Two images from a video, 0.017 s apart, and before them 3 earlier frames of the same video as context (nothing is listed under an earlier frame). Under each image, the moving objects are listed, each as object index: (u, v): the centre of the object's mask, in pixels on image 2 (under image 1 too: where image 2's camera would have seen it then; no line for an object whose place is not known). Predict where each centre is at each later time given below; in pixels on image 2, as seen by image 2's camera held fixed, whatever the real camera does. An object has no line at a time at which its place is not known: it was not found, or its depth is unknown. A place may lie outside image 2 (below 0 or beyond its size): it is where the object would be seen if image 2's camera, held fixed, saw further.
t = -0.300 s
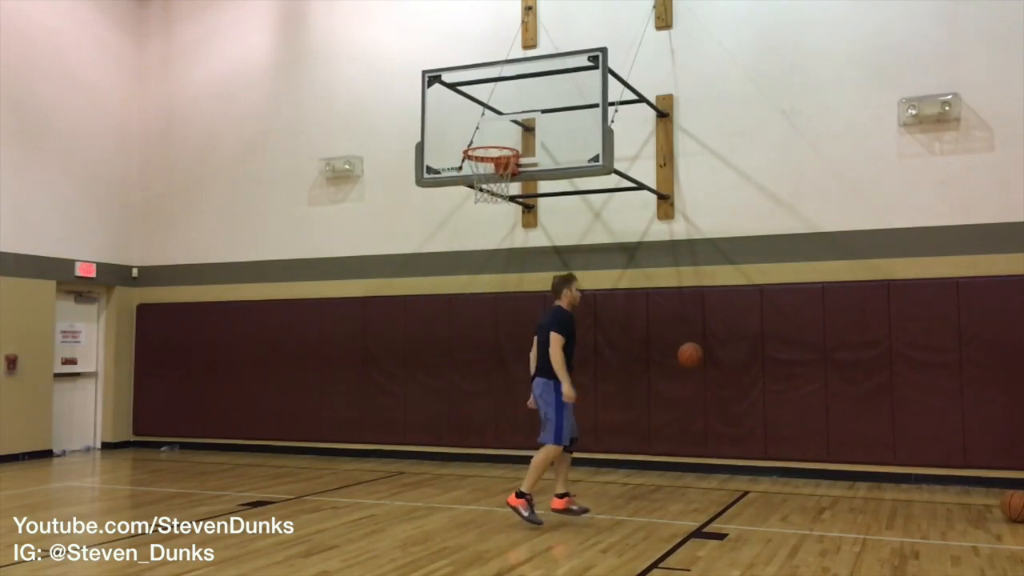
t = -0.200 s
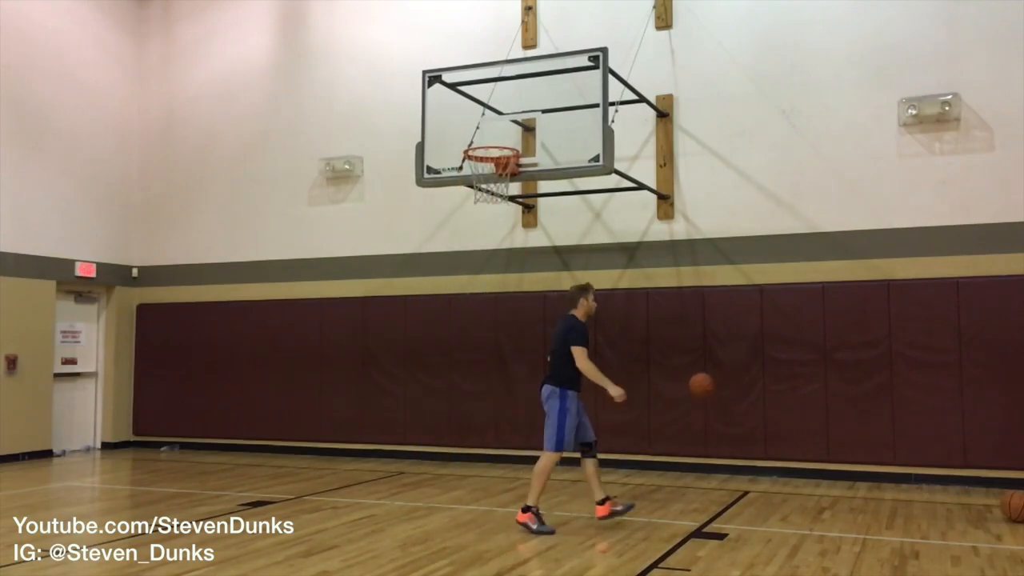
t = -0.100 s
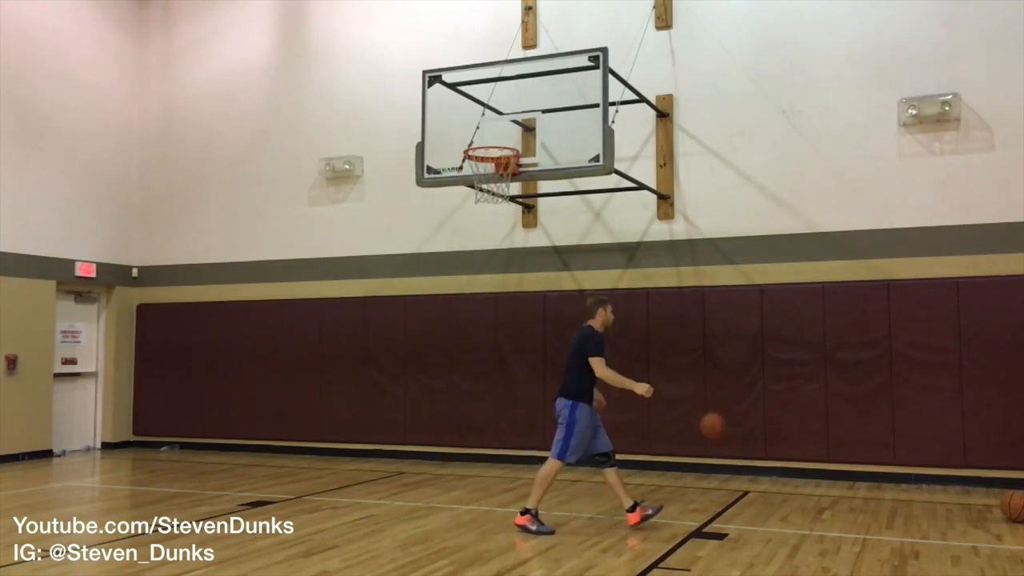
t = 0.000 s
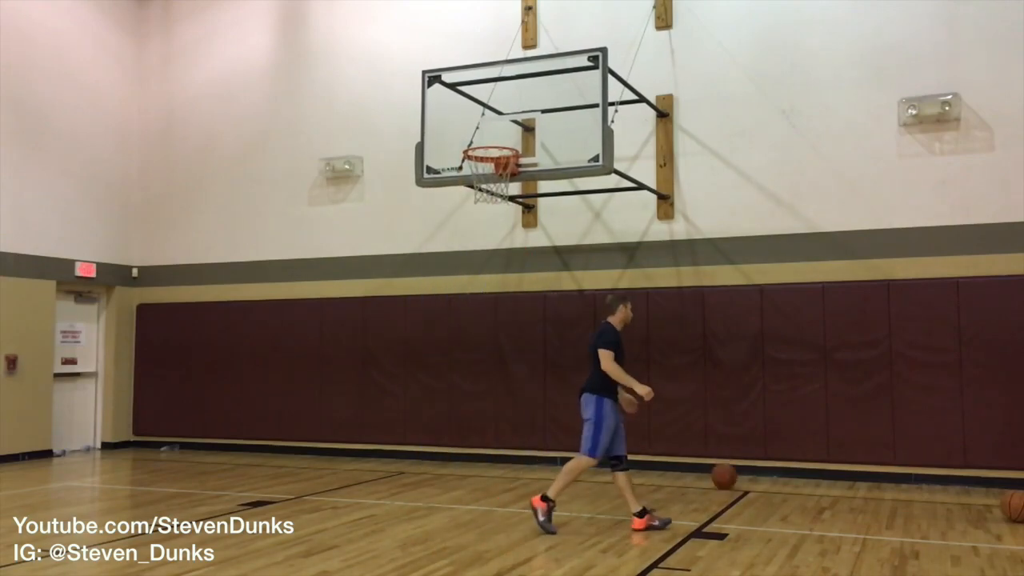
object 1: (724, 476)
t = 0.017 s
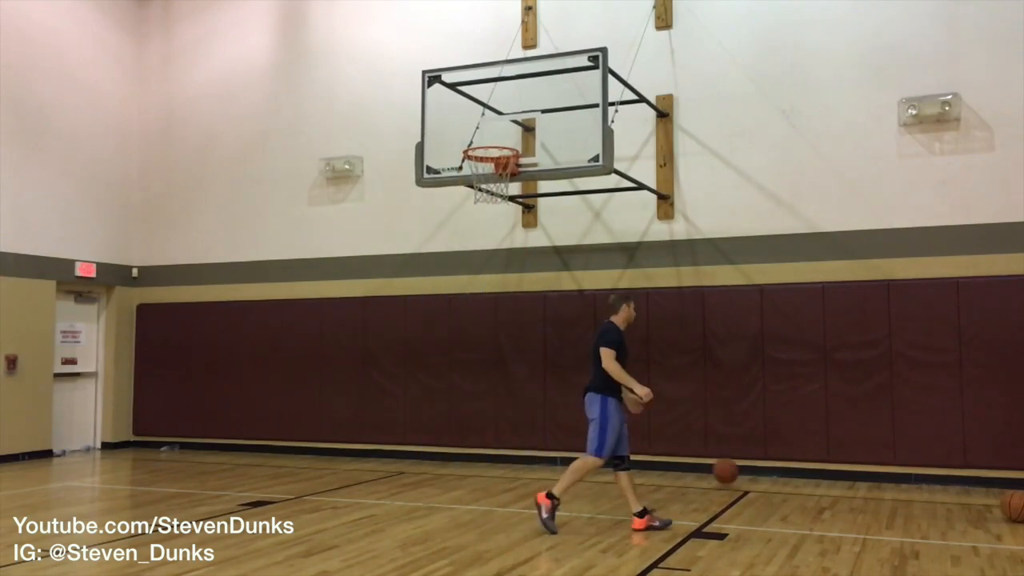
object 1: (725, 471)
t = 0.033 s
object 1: (727, 463)
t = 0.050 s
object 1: (728, 456)
